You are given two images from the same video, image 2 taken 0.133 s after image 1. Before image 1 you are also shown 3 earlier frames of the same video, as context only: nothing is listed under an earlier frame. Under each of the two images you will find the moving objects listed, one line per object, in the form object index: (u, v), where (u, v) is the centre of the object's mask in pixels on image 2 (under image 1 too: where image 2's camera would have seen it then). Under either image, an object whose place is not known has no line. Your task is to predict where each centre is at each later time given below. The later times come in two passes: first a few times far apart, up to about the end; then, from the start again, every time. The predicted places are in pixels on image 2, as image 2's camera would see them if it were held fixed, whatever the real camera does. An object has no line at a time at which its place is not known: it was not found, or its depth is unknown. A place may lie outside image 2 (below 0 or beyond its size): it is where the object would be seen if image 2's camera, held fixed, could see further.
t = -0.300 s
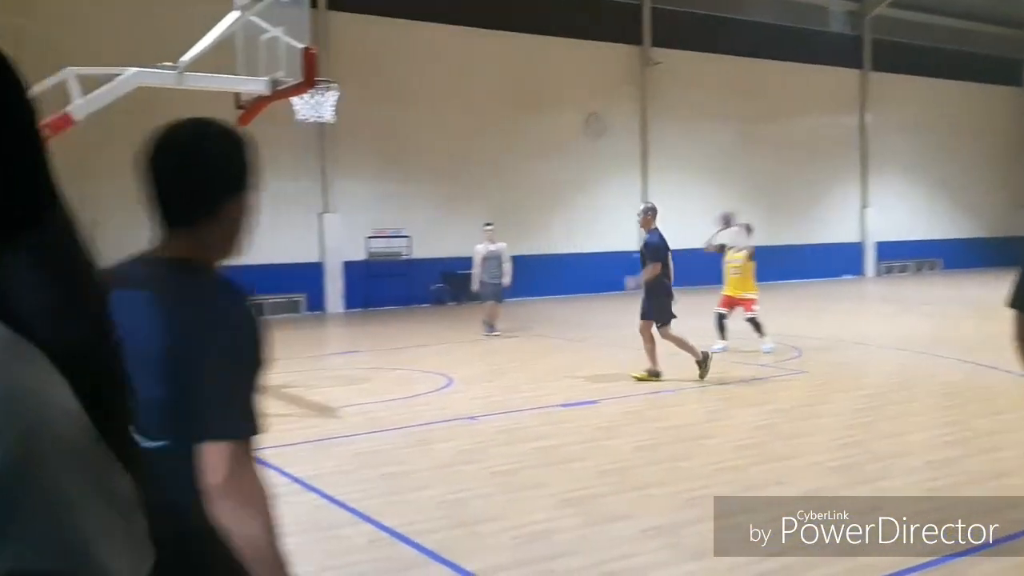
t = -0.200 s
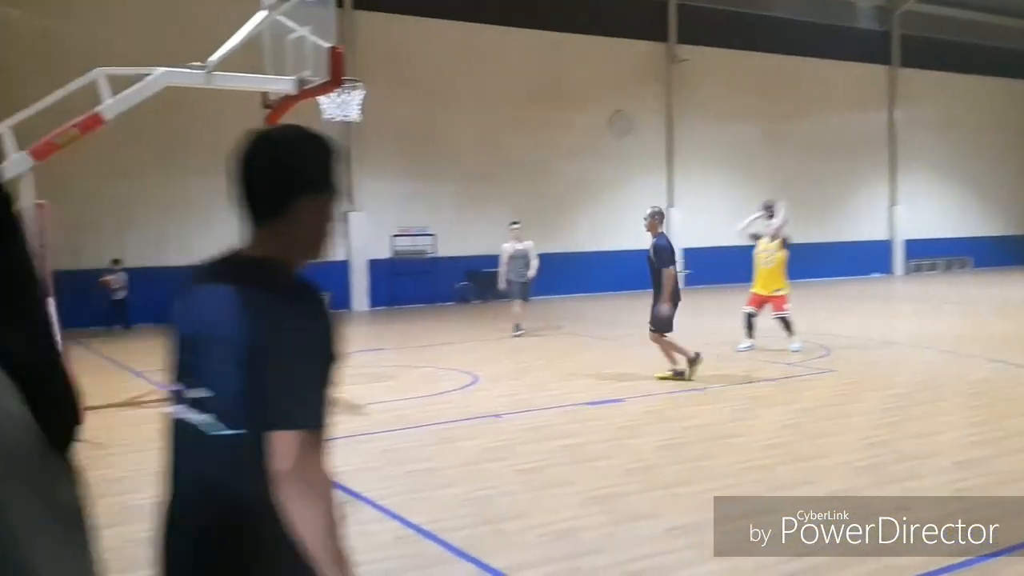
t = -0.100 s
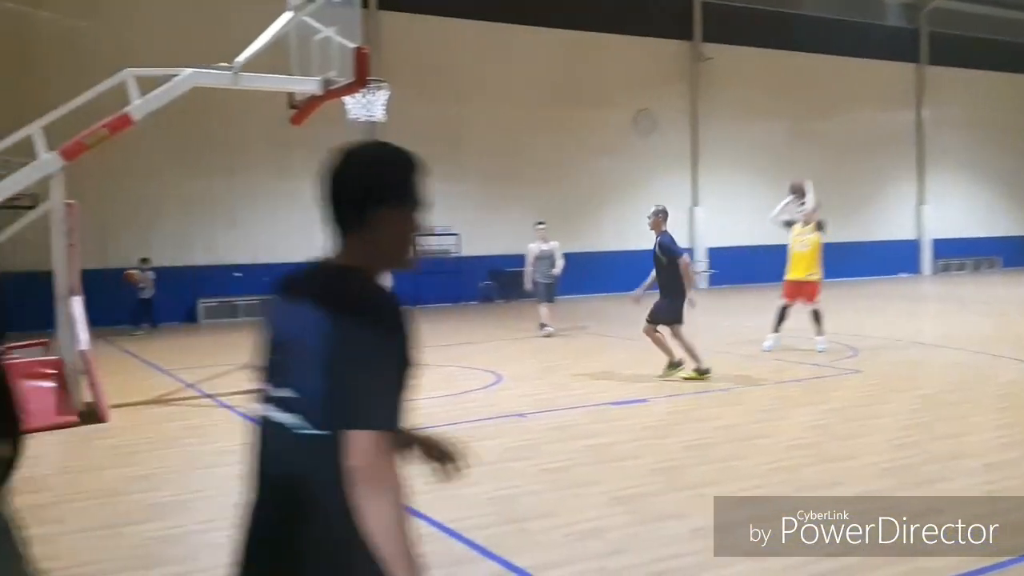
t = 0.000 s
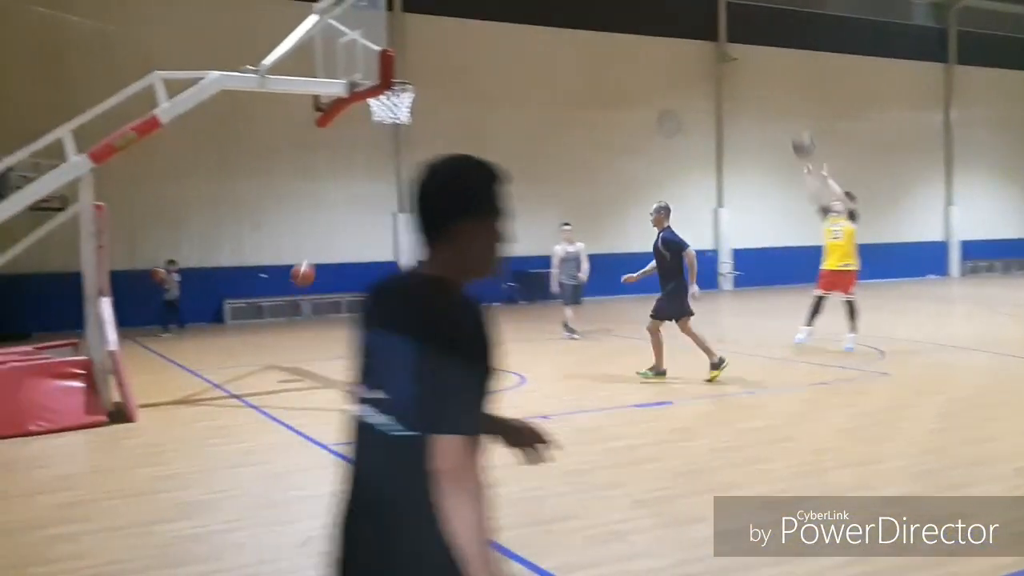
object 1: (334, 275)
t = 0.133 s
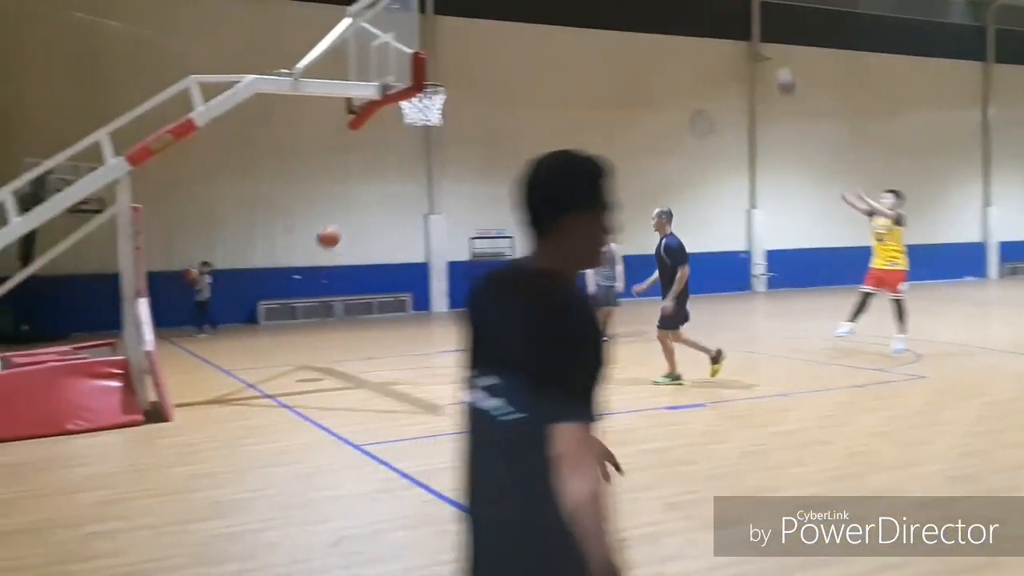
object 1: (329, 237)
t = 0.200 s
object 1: (326, 224)
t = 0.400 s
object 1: (319, 210)
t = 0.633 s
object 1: (311, 240)
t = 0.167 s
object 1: (327, 231)
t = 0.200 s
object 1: (326, 224)
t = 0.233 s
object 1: (324, 219)
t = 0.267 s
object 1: (324, 215)
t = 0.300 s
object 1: (322, 212)
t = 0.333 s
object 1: (321, 211)
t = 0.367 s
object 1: (320, 210)
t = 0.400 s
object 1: (319, 210)
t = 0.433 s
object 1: (317, 211)
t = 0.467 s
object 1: (316, 214)
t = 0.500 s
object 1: (315, 217)
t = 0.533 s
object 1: (313, 221)
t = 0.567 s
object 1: (313, 226)
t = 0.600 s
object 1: (312, 232)
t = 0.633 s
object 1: (311, 240)
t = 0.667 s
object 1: (310, 249)
